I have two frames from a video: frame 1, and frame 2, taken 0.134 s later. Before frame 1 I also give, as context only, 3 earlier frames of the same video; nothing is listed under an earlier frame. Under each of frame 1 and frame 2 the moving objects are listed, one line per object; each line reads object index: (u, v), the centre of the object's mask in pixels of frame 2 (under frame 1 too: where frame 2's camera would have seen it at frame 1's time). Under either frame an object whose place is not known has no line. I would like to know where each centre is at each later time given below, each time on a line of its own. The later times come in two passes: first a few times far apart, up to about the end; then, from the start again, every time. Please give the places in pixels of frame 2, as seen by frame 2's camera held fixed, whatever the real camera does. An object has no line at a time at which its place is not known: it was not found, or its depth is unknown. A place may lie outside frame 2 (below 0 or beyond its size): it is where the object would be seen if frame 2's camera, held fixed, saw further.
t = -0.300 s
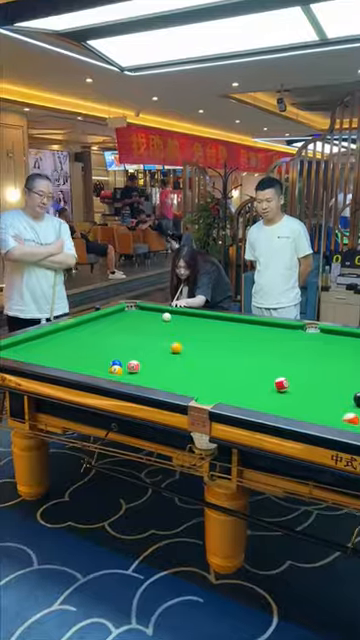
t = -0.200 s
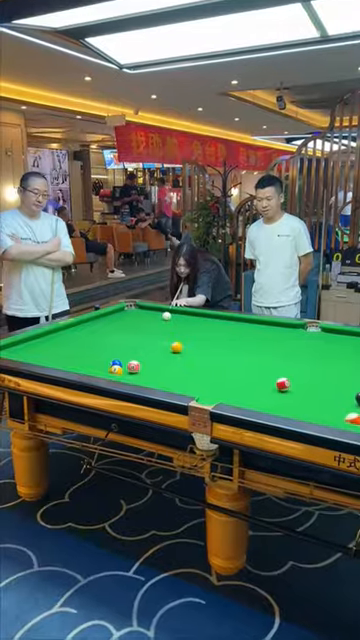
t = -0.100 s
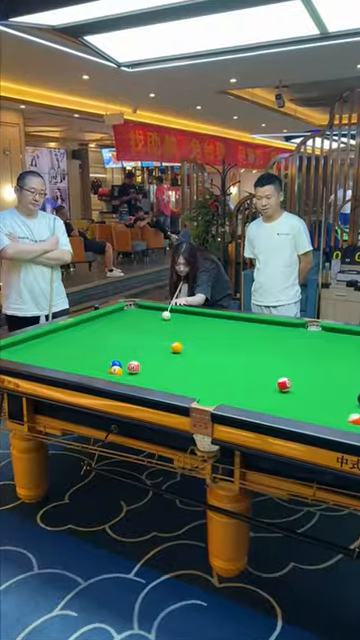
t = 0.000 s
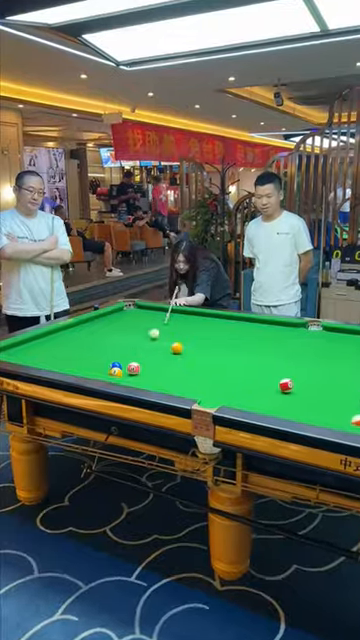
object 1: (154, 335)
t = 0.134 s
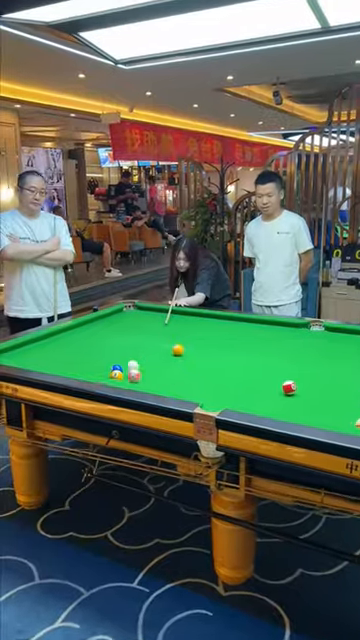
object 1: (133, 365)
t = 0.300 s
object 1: (122, 366)
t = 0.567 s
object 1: (111, 369)
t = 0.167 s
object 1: (127, 367)
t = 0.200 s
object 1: (126, 367)
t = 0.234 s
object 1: (124, 367)
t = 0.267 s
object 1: (123, 366)
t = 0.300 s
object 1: (122, 366)
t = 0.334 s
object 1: (120, 366)
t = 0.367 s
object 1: (119, 366)
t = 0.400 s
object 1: (116, 367)
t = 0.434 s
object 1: (115, 368)
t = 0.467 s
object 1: (112, 369)
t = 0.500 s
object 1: (112, 369)
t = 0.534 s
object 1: (111, 369)
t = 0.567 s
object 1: (111, 369)
